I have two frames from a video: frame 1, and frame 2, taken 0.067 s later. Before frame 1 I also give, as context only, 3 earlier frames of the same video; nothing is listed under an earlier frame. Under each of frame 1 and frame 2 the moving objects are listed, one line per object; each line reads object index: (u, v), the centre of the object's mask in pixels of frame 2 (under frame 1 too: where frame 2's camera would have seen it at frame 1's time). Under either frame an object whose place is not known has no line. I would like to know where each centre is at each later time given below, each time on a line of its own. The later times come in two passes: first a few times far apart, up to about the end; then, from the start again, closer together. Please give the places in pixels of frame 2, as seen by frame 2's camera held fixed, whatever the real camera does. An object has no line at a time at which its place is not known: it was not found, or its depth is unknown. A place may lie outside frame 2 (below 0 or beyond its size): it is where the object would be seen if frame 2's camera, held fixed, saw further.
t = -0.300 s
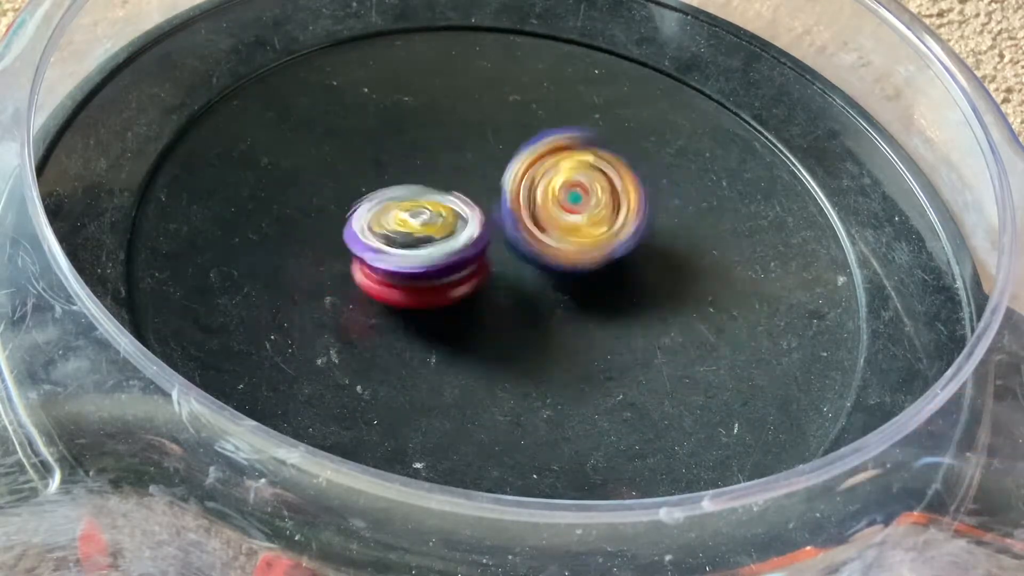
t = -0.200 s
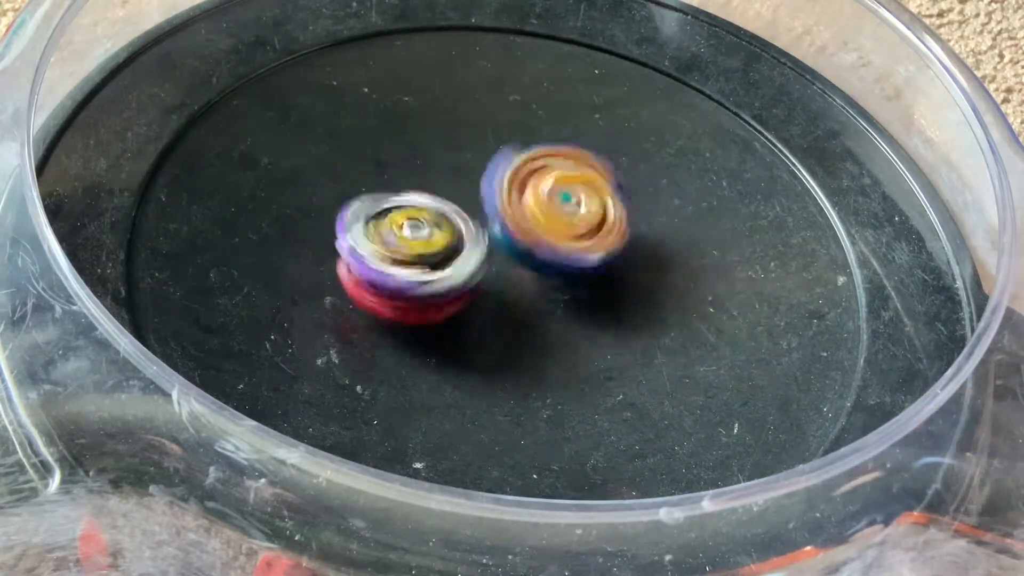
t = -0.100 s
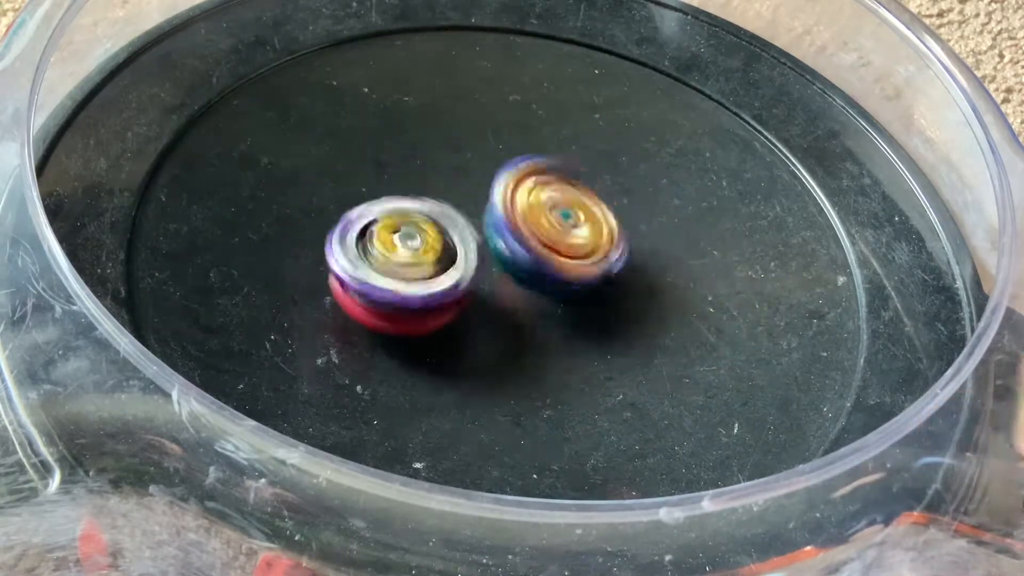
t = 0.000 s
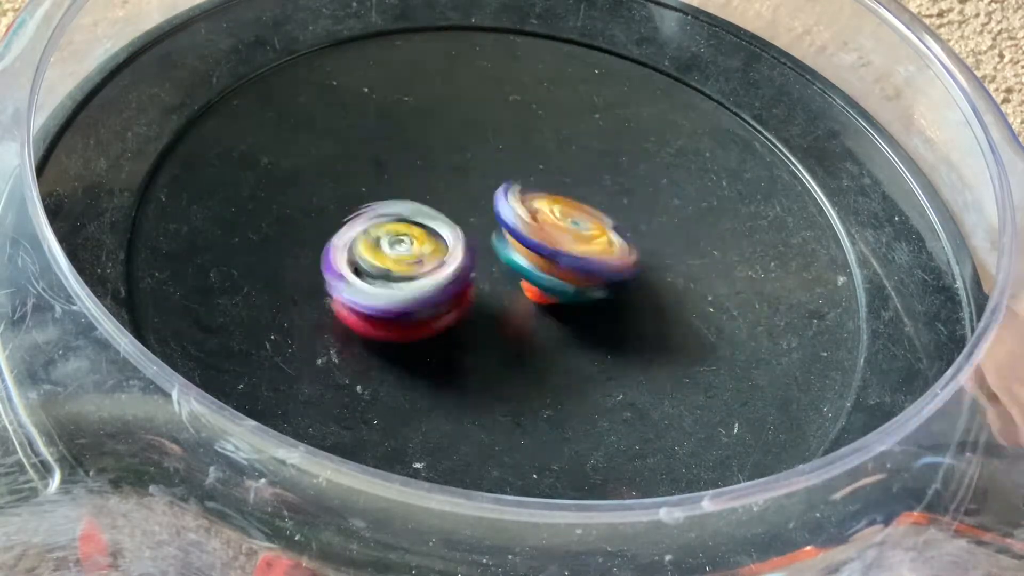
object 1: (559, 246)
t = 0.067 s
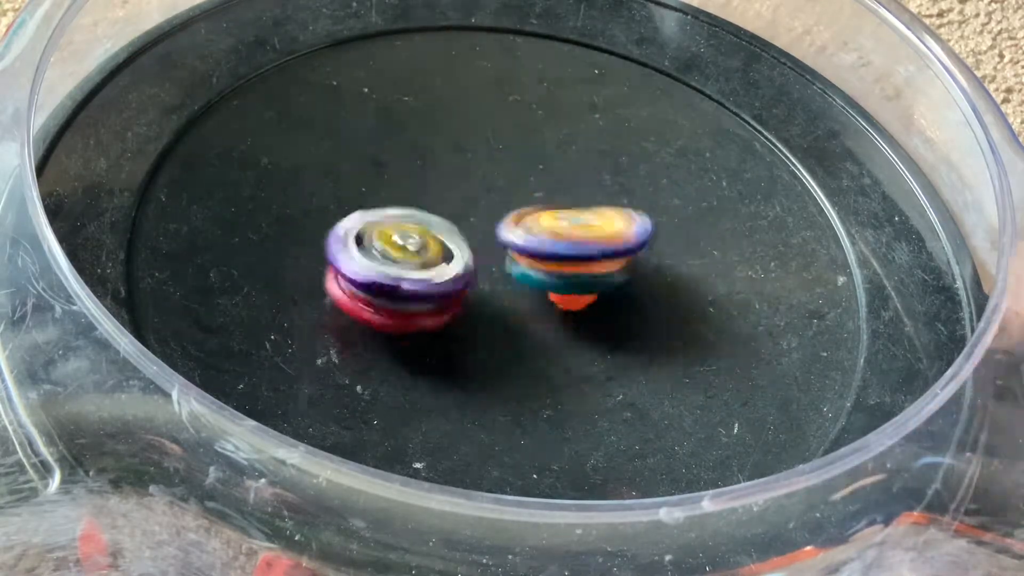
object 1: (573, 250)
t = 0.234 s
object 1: (593, 235)
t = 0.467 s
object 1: (571, 220)
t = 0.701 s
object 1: (554, 205)
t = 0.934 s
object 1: (548, 222)
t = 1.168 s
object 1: (572, 232)
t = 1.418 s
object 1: (577, 234)
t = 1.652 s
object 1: (550, 230)
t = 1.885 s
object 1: (550, 230)
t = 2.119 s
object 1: (550, 230)
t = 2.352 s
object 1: (550, 230)
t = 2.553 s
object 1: (550, 230)
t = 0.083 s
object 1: (573, 250)
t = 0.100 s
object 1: (576, 249)
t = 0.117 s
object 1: (580, 248)
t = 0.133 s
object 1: (583, 245)
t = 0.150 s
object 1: (588, 243)
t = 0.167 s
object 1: (589, 243)
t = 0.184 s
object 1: (592, 239)
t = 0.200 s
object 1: (594, 237)
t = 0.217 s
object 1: (593, 237)
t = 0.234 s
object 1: (593, 235)
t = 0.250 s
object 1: (590, 232)
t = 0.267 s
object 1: (586, 231)
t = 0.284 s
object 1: (585, 231)
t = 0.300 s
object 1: (583, 231)
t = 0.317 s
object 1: (584, 232)
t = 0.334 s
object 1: (585, 232)
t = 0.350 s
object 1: (586, 231)
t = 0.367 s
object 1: (585, 230)
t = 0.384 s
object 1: (583, 228)
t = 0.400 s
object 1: (581, 227)
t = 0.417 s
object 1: (578, 224)
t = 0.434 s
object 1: (576, 224)
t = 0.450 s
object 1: (576, 222)
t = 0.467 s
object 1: (571, 220)
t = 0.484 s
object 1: (571, 219)
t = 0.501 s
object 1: (575, 215)
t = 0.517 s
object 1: (576, 213)
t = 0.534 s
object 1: (574, 211)
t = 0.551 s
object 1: (575, 210)
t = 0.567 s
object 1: (571, 208)
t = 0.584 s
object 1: (566, 204)
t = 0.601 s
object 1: (561, 198)
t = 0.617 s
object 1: (560, 199)
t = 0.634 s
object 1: (556, 199)
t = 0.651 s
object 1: (553, 200)
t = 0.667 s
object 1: (553, 203)
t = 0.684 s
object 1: (554, 204)
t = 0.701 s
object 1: (554, 205)
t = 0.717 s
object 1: (555, 208)
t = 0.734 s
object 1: (554, 209)
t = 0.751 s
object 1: (555, 210)
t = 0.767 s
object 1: (556, 212)
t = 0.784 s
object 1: (554, 213)
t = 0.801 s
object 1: (553, 214)
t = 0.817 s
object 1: (552, 216)
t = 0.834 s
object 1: (550, 217)
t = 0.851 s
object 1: (546, 217)
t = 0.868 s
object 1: (545, 219)
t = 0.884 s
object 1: (546, 222)
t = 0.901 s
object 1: (549, 222)
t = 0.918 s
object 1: (549, 223)
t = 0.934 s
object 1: (548, 222)
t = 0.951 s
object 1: (548, 222)
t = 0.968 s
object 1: (547, 221)
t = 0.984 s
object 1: (547, 223)
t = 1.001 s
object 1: (549, 225)
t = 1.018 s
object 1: (550, 226)
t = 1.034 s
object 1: (551, 227)
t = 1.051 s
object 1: (552, 226)
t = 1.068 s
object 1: (554, 226)
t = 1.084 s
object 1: (556, 227)
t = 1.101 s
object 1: (560, 229)
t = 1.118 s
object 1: (564, 230)
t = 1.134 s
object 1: (567, 230)
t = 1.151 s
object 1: (570, 231)
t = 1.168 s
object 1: (572, 232)
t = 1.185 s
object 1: (574, 232)
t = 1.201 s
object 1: (575, 233)
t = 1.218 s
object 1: (576, 234)
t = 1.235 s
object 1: (577, 234)
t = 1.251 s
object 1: (579, 235)
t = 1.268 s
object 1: (579, 235)
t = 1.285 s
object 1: (580, 235)
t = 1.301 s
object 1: (581, 236)
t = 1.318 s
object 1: (581, 235)
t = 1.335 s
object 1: (582, 236)
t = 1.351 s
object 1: (581, 236)
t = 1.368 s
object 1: (581, 236)
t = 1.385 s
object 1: (580, 235)
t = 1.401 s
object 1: (579, 234)
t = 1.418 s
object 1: (577, 234)
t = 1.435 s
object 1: (577, 234)
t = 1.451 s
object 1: (575, 233)
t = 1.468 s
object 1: (572, 232)
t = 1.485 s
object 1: (570, 232)
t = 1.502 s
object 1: (567, 231)
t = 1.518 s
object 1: (564, 230)
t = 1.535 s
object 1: (560, 230)
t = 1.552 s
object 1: (557, 230)
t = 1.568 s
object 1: (553, 230)
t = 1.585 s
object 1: (551, 230)
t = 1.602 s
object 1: (551, 230)
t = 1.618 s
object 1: (550, 230)
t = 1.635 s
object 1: (550, 230)
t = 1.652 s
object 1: (550, 230)
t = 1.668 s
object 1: (550, 230)
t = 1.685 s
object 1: (550, 230)
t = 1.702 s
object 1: (550, 230)
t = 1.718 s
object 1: (550, 230)
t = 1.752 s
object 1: (550, 230)
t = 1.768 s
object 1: (550, 230)
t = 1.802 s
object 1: (550, 230)
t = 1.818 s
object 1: (550, 230)
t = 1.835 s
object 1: (550, 230)
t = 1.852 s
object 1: (550, 230)
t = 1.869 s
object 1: (550, 230)
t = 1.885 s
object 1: (550, 230)
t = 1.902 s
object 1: (550, 230)
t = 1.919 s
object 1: (550, 230)
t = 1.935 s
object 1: (550, 230)
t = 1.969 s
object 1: (550, 230)
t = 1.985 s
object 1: (550, 230)
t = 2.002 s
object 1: (550, 230)
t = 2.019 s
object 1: (550, 230)
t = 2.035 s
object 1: (550, 230)
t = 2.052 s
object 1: (550, 230)
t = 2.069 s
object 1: (550, 230)
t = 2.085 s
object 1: (550, 230)
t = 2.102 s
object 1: (550, 230)
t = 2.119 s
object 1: (550, 230)
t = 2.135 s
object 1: (550, 230)
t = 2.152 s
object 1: (550, 230)
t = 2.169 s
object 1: (550, 230)
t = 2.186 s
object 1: (550, 230)
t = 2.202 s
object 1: (550, 230)
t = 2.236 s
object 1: (550, 230)
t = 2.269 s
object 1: (550, 230)
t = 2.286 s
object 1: (550, 230)
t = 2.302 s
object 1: (550, 230)
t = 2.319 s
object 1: (550, 230)
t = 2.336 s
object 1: (550, 230)
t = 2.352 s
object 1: (550, 230)
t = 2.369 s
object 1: (550, 230)
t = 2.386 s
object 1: (550, 230)
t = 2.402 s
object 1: (550, 230)
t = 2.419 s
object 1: (550, 230)
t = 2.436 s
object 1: (550, 230)
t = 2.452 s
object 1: (550, 230)
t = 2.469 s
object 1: (550, 230)
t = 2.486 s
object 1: (550, 230)
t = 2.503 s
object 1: (550, 230)
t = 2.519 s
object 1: (550, 230)
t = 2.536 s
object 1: (550, 230)
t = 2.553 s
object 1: (550, 230)
